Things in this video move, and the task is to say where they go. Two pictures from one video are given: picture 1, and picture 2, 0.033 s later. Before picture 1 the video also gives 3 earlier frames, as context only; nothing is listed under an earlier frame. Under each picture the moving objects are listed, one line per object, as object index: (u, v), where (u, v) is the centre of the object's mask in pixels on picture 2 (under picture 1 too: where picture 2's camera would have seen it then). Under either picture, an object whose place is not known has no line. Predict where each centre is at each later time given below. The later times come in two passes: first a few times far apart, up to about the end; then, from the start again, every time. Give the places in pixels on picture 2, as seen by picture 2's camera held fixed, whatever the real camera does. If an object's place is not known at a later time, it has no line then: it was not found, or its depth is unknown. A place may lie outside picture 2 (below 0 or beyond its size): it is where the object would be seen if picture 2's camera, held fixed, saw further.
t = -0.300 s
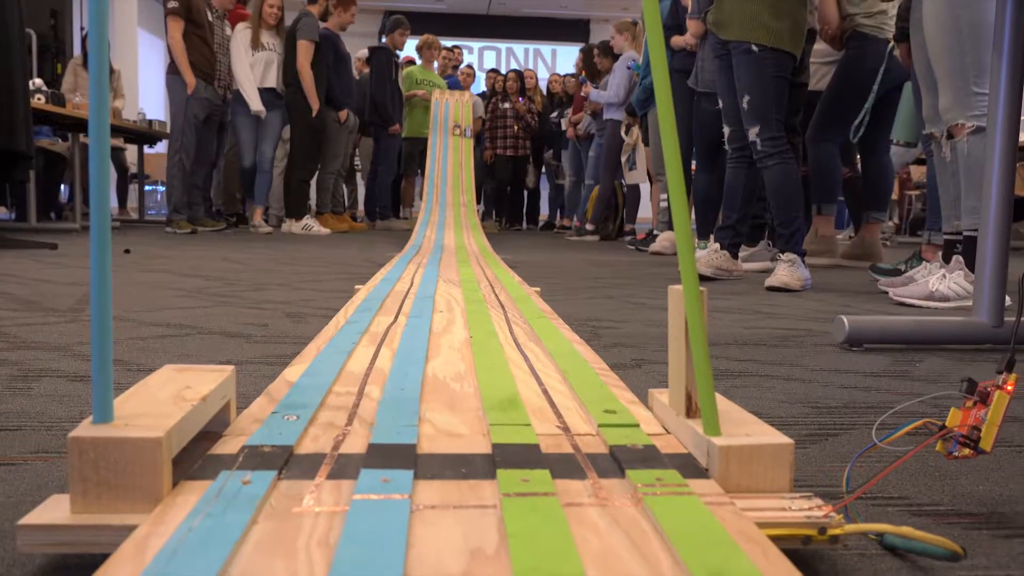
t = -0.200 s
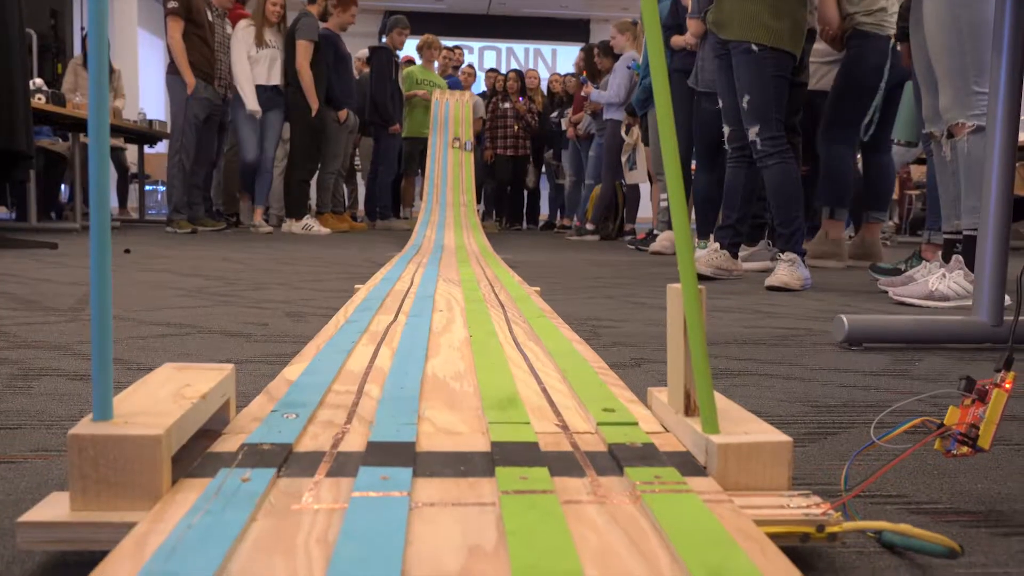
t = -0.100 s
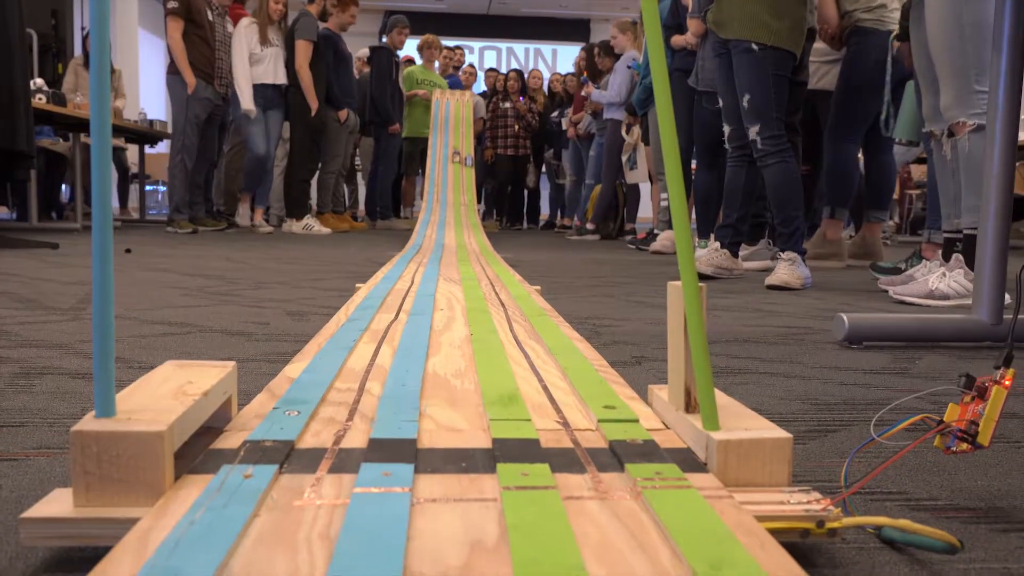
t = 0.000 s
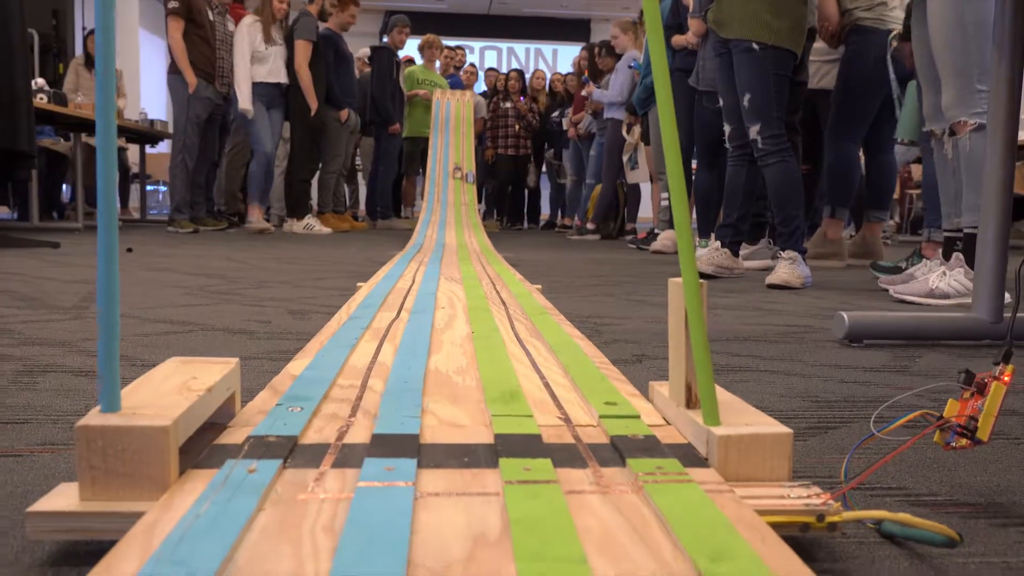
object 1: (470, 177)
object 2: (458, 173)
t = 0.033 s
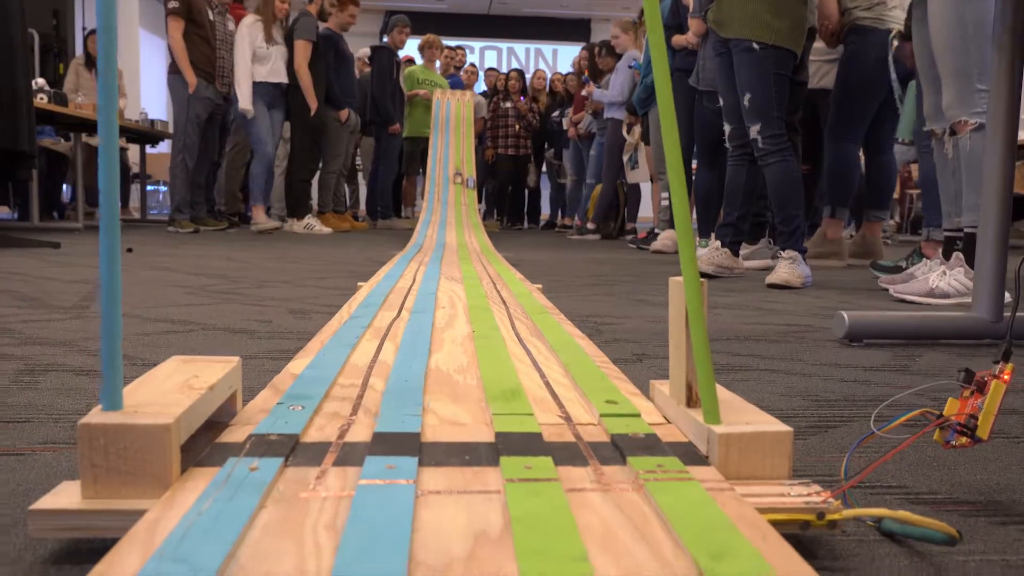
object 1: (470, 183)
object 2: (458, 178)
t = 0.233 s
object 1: (472, 209)
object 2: (458, 205)
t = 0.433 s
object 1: (475, 225)
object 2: (458, 219)
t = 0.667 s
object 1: (484, 240)
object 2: (461, 234)
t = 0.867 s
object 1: (493, 252)
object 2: (464, 243)
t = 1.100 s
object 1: (511, 272)
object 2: (467, 256)
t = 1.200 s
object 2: (468, 263)
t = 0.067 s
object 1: (471, 189)
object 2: (458, 183)
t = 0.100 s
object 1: (471, 194)
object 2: (458, 189)
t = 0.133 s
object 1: (471, 200)
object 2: (457, 194)
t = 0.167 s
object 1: (471, 204)
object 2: (457, 199)
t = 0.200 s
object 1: (472, 207)
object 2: (457, 202)
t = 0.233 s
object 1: (472, 209)
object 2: (458, 205)
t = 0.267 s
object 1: (472, 212)
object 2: (459, 208)
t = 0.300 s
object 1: (473, 215)
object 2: (458, 210)
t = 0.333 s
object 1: (473, 217)
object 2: (458, 212)
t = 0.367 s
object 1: (474, 220)
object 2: (458, 215)
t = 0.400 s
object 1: (475, 223)
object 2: (458, 217)
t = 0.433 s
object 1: (475, 225)
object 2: (458, 219)
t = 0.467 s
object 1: (476, 227)
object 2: (458, 221)
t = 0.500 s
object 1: (477, 229)
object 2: (459, 224)
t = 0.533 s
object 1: (479, 232)
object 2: (459, 226)
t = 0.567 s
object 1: (480, 234)
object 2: (460, 228)
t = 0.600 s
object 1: (481, 236)
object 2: (461, 230)
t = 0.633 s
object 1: (482, 238)
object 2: (461, 232)
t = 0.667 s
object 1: (484, 240)
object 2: (461, 234)
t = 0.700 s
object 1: (484, 242)
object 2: (462, 235)
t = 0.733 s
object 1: (486, 244)
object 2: (462, 237)
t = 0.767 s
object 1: (488, 246)
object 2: (462, 239)
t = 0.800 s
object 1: (489, 248)
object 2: (463, 240)
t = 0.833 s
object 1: (491, 250)
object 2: (463, 242)
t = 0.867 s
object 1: (493, 252)
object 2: (464, 243)
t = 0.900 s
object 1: (494, 254)
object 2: (464, 245)
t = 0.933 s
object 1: (496, 256)
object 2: (464, 246)
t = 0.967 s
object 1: (499, 259)
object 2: (464, 248)
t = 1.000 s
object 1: (501, 262)
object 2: (465, 250)
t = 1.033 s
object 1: (504, 265)
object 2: (464, 252)
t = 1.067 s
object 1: (507, 268)
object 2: (466, 254)
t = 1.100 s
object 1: (511, 272)
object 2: (467, 256)
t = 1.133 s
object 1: (515, 277)
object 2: (467, 258)
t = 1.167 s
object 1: (521, 283)
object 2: (467, 261)
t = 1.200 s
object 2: (468, 263)
